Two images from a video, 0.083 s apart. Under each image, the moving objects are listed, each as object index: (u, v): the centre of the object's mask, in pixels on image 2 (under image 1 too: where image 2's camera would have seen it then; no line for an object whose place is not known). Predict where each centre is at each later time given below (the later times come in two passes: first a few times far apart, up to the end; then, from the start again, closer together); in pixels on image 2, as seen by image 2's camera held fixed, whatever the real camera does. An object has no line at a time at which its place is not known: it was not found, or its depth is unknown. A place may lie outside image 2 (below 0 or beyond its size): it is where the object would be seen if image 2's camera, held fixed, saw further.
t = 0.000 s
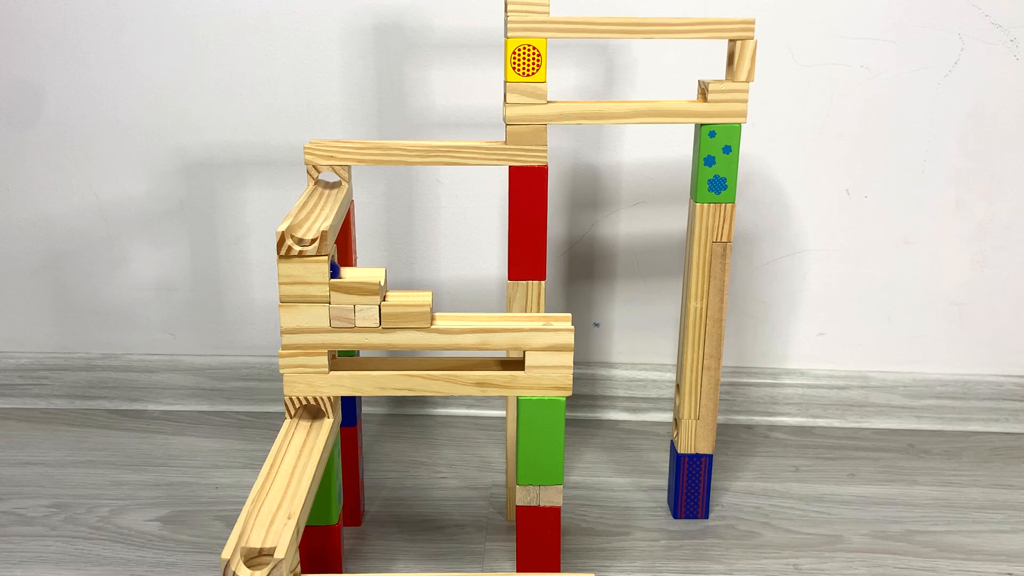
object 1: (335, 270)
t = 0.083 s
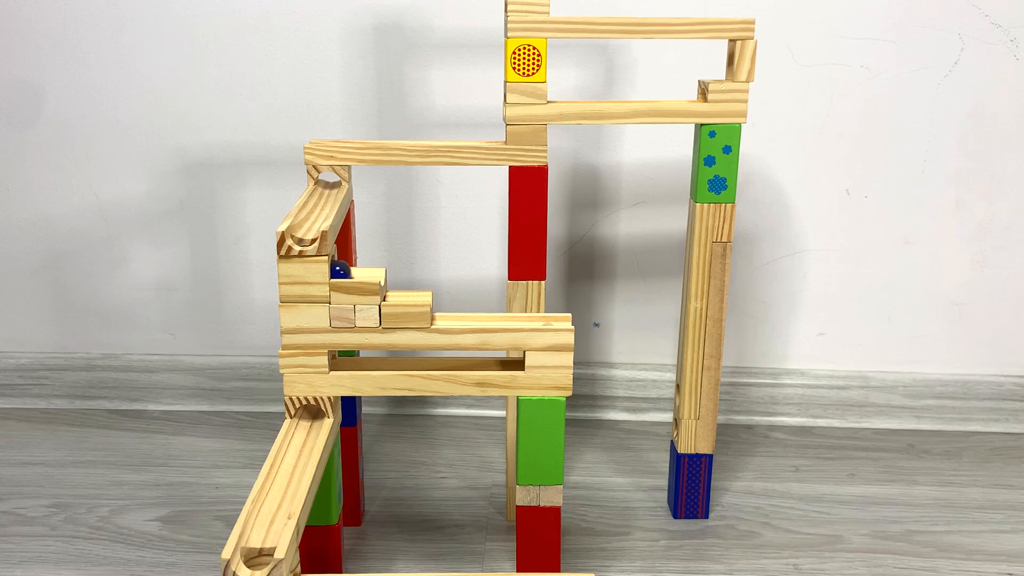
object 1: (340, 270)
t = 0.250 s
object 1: (365, 271)
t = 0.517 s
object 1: (416, 293)
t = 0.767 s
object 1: (478, 319)
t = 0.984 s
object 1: (539, 320)
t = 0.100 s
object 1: (341, 270)
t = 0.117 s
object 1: (343, 270)
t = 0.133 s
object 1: (346, 271)
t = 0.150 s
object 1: (349, 271)
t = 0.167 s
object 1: (352, 271)
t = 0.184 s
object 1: (354, 271)
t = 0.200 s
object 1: (357, 271)
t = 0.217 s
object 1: (359, 271)
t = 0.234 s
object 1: (362, 271)
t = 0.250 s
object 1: (365, 271)
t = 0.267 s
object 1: (367, 271)
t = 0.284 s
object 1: (370, 271)
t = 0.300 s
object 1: (372, 271)
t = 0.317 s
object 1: (375, 271)
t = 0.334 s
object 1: (378, 271)
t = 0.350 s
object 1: (380, 272)
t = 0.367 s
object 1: (382, 272)
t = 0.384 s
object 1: (385, 273)
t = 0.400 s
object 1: (388, 274)
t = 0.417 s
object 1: (391, 276)
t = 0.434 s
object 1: (395, 281)
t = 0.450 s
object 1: (400, 290)
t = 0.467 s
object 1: (404, 293)
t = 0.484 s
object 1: (409, 292)
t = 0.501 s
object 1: (413, 292)
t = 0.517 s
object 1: (416, 293)
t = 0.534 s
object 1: (420, 293)
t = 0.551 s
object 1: (424, 294)
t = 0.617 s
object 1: (442, 300)
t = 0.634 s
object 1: (446, 306)
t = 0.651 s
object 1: (451, 315)
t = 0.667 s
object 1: (455, 318)
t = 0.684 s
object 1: (459, 317)
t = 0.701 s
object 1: (462, 318)
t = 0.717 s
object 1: (466, 318)
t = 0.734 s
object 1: (470, 318)
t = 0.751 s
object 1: (474, 318)
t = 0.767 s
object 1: (478, 319)
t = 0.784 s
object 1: (482, 319)
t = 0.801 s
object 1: (487, 319)
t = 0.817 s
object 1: (491, 319)
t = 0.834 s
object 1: (496, 319)
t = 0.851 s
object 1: (500, 319)
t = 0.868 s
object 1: (505, 319)
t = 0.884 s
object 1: (509, 319)
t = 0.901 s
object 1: (514, 319)
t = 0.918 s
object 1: (519, 320)
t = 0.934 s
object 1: (524, 319)
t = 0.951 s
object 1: (528, 320)
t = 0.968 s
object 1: (534, 319)
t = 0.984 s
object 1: (539, 320)
